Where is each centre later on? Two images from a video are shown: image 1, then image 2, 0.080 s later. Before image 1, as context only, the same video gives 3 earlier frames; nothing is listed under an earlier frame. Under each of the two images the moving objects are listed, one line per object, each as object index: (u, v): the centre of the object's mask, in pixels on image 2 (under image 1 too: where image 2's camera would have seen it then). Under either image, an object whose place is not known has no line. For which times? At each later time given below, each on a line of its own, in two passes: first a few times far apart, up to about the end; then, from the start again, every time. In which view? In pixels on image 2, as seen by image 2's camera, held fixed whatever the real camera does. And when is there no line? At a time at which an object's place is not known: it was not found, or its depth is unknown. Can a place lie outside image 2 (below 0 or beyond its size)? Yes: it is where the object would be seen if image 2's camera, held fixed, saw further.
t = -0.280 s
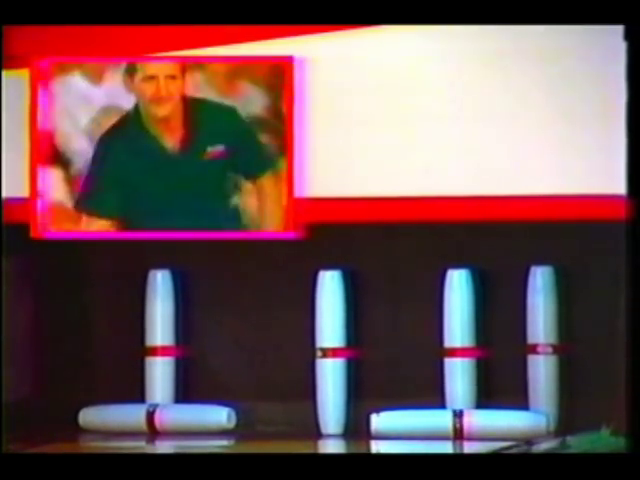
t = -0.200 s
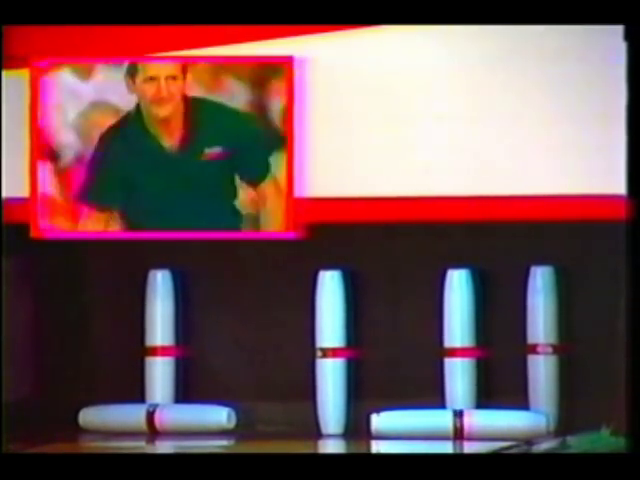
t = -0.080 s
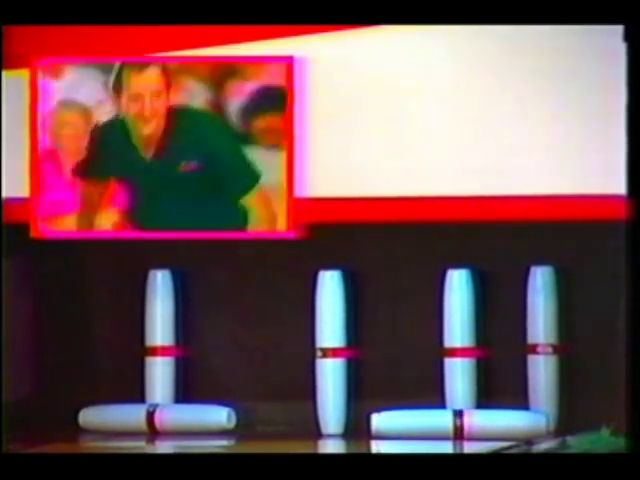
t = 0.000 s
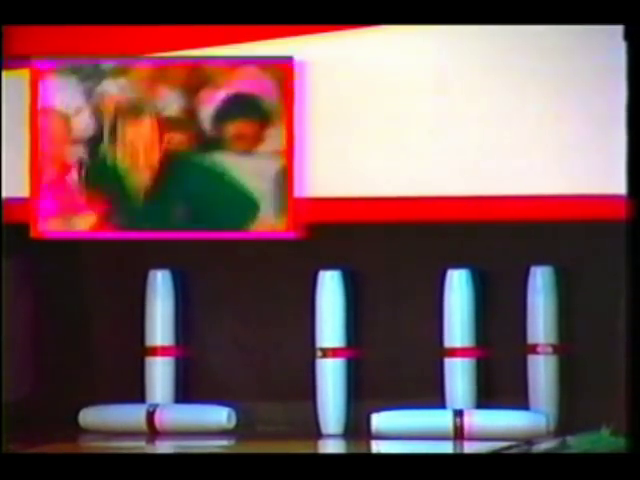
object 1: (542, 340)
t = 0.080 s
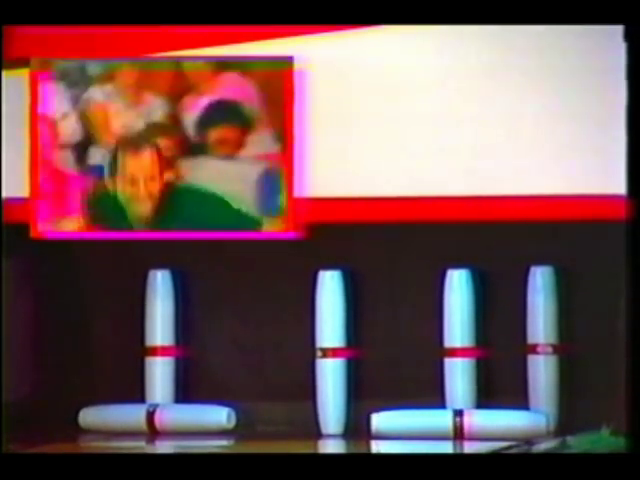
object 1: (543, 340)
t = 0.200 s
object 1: (542, 340)
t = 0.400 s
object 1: (543, 340)
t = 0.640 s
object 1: (542, 340)
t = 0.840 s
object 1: (542, 338)
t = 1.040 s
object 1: (542, 340)
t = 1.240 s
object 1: (542, 340)
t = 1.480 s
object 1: (542, 340)
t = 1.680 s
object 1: (596, 341)
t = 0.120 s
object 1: (542, 340)
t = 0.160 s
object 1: (542, 340)
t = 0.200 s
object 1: (542, 340)
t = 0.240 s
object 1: (542, 340)
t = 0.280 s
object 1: (542, 340)
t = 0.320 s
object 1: (542, 340)
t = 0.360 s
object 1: (542, 340)
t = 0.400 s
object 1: (543, 340)
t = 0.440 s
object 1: (543, 340)
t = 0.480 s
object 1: (543, 340)
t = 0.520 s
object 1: (542, 340)
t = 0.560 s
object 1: (542, 340)
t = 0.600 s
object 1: (542, 340)
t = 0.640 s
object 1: (542, 340)
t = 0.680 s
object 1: (542, 340)
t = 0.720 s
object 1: (542, 340)
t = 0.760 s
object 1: (542, 339)
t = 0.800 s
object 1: (542, 338)
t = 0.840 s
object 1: (542, 338)
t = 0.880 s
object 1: (542, 338)
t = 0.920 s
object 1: (542, 339)
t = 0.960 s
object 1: (542, 340)
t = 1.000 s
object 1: (542, 341)
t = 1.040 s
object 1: (542, 340)
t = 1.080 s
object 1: (542, 340)
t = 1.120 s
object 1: (542, 340)
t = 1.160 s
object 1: (542, 340)
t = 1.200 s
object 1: (542, 339)
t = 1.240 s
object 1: (542, 340)
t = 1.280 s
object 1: (542, 340)
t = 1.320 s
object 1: (542, 340)
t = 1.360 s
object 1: (542, 340)
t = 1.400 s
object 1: (542, 340)
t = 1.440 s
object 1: (542, 340)
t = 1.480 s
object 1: (542, 340)
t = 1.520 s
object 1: (542, 339)
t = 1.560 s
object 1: (542, 347)
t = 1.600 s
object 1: (556, 360)
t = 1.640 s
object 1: (576, 339)
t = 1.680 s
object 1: (596, 341)
